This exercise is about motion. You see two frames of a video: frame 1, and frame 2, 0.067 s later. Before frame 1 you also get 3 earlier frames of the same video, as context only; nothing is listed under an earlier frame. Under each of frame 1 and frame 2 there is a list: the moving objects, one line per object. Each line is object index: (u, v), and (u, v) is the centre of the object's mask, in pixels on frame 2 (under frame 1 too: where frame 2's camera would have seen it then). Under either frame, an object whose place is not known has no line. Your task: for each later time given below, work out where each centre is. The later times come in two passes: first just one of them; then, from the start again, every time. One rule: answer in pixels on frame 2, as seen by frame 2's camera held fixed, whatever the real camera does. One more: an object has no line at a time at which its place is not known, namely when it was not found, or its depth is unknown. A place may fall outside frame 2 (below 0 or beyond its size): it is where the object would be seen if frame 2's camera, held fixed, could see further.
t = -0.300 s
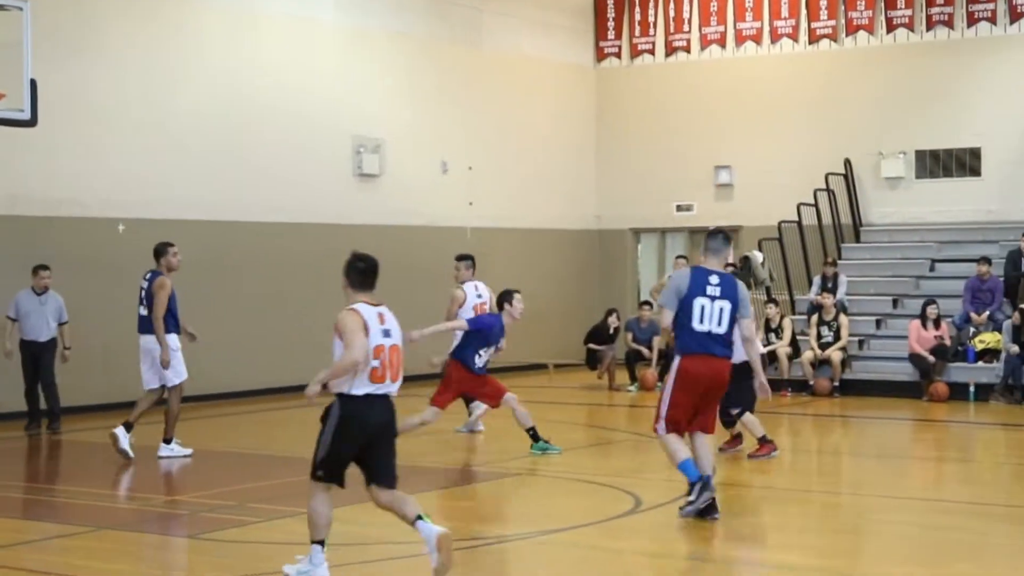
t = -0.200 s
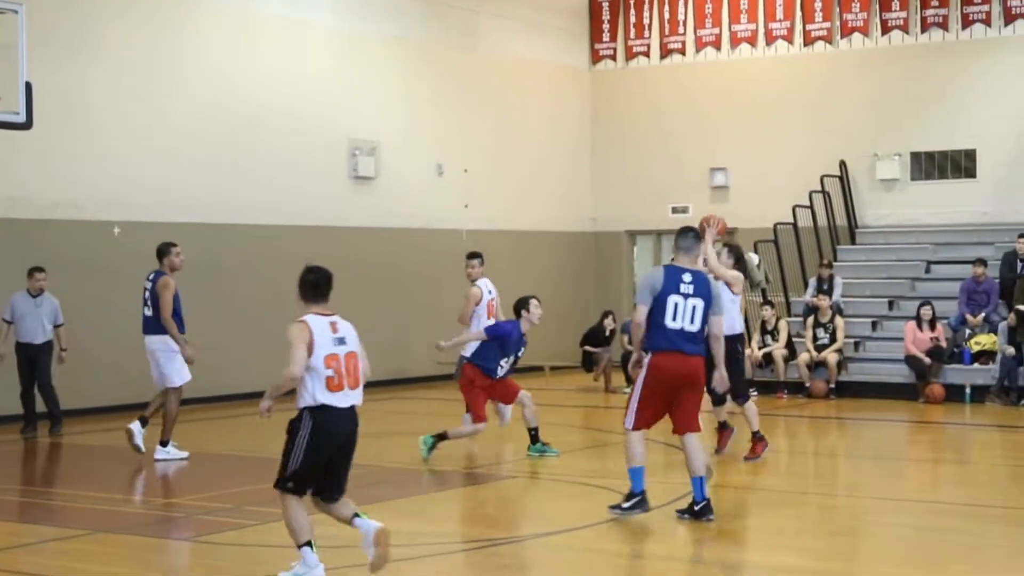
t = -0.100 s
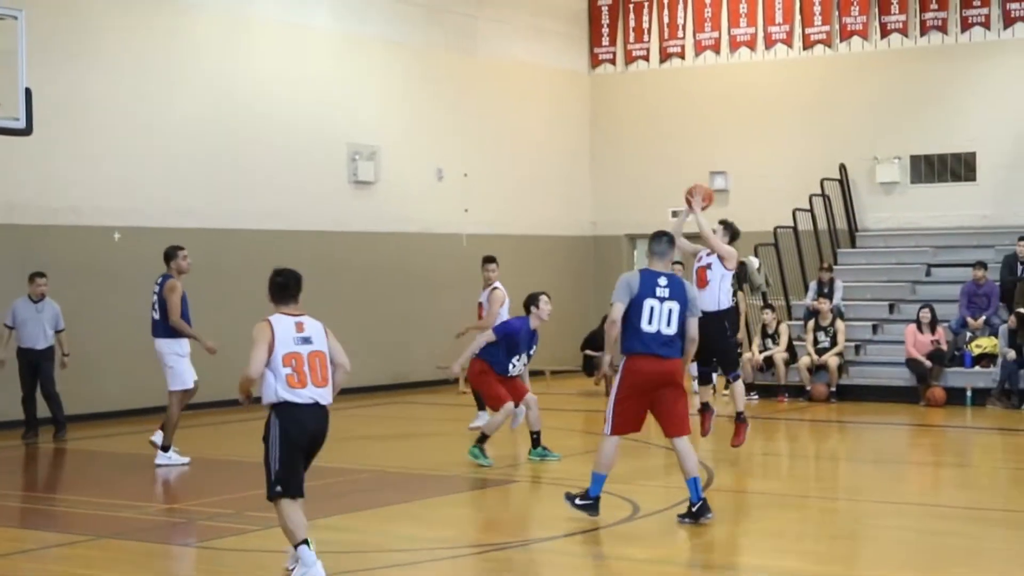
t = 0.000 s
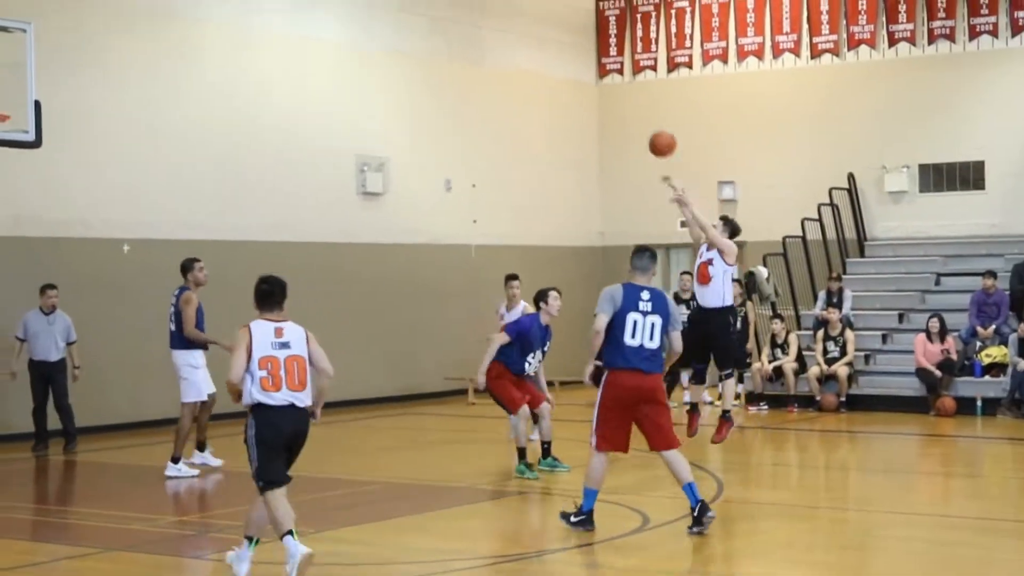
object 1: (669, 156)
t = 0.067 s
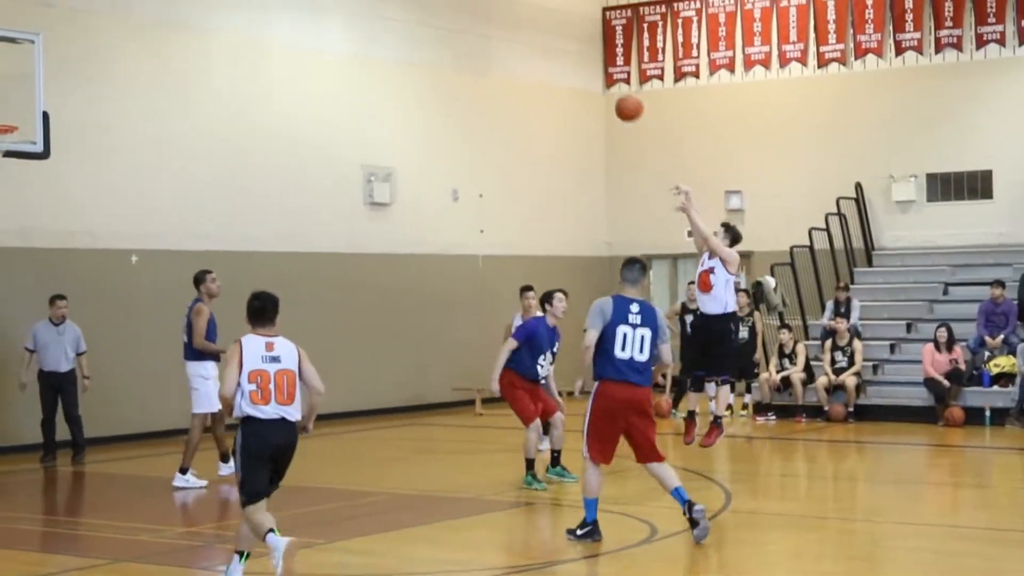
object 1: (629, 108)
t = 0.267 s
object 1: (508, 3)
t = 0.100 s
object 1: (608, 88)
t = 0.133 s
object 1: (588, 68)
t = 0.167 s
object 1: (567, 50)
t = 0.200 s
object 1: (547, 33)
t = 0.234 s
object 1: (527, 17)
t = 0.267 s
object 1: (508, 3)
